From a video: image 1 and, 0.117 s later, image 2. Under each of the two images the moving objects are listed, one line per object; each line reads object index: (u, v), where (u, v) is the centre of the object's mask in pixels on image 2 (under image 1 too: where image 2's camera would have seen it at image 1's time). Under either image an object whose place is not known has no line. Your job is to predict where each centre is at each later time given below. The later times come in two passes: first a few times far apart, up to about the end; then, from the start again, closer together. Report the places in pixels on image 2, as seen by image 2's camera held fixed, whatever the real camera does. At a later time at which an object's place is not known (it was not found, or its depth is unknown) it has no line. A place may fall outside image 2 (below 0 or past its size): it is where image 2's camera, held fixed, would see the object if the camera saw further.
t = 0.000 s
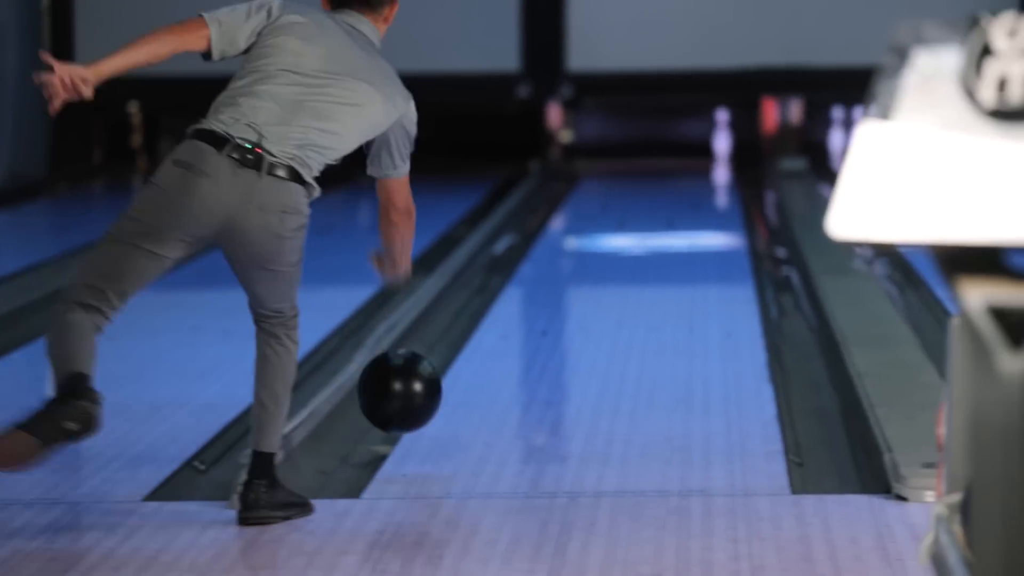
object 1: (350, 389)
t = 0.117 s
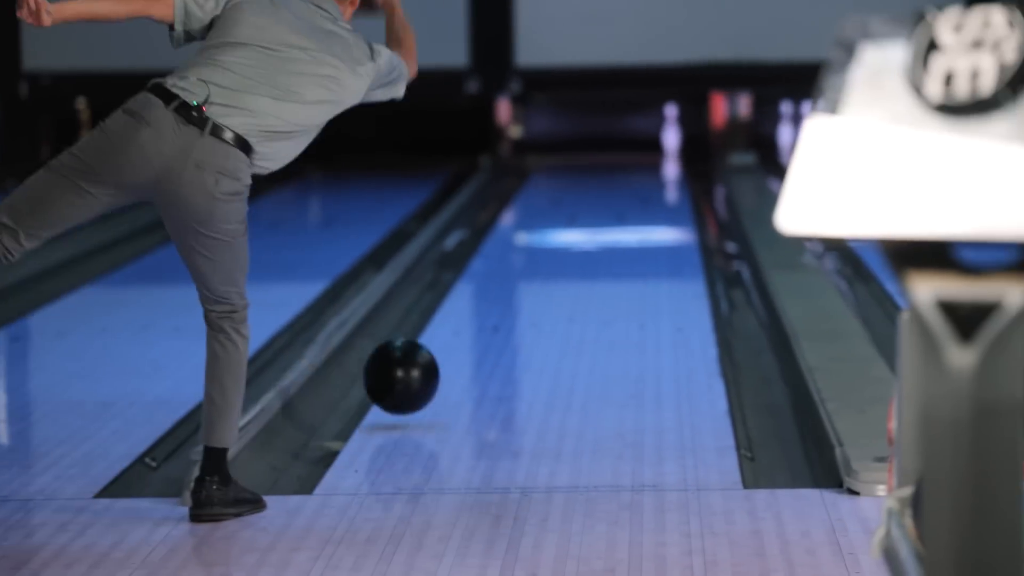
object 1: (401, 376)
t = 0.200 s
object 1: (431, 356)
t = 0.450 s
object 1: (500, 302)
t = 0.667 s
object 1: (543, 263)
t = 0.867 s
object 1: (574, 235)
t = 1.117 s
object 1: (604, 207)
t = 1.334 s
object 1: (624, 188)
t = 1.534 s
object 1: (640, 174)
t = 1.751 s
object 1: (653, 161)
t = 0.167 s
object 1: (420, 368)
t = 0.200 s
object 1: (431, 356)
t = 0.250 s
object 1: (447, 344)
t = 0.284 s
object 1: (457, 338)
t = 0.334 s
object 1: (472, 326)
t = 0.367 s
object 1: (480, 319)
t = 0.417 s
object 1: (492, 308)
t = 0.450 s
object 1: (500, 302)
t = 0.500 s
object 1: (511, 292)
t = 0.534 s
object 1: (518, 285)
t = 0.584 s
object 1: (528, 276)
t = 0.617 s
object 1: (534, 271)
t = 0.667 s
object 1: (543, 263)
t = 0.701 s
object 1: (549, 258)
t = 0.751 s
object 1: (556, 250)
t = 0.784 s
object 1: (562, 246)
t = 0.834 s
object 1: (569, 239)
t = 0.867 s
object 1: (574, 235)
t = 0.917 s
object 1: (580, 229)
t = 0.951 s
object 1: (585, 225)
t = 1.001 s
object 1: (591, 219)
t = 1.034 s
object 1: (595, 216)
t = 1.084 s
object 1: (600, 211)
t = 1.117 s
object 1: (604, 207)
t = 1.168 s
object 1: (609, 203)
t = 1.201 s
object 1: (612, 200)
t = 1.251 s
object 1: (617, 195)
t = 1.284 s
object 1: (620, 193)
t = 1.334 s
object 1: (624, 188)
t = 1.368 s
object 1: (627, 186)
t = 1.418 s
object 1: (631, 183)
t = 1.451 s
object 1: (634, 180)
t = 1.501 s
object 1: (637, 176)
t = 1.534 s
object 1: (640, 174)
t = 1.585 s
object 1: (643, 171)
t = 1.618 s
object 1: (645, 169)
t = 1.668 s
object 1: (649, 165)
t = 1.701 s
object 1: (650, 163)
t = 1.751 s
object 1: (653, 161)
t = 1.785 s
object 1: (655, 159)
